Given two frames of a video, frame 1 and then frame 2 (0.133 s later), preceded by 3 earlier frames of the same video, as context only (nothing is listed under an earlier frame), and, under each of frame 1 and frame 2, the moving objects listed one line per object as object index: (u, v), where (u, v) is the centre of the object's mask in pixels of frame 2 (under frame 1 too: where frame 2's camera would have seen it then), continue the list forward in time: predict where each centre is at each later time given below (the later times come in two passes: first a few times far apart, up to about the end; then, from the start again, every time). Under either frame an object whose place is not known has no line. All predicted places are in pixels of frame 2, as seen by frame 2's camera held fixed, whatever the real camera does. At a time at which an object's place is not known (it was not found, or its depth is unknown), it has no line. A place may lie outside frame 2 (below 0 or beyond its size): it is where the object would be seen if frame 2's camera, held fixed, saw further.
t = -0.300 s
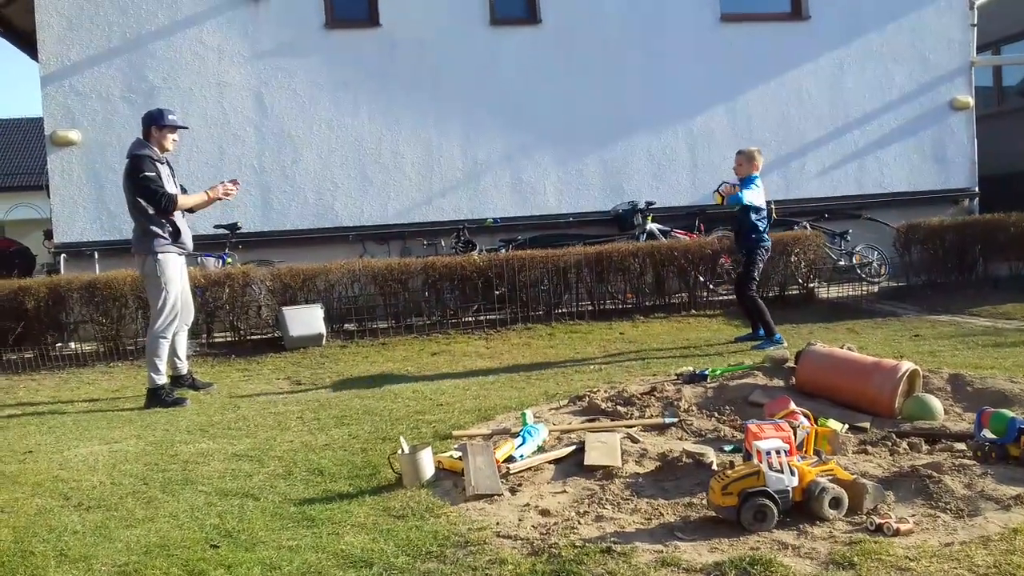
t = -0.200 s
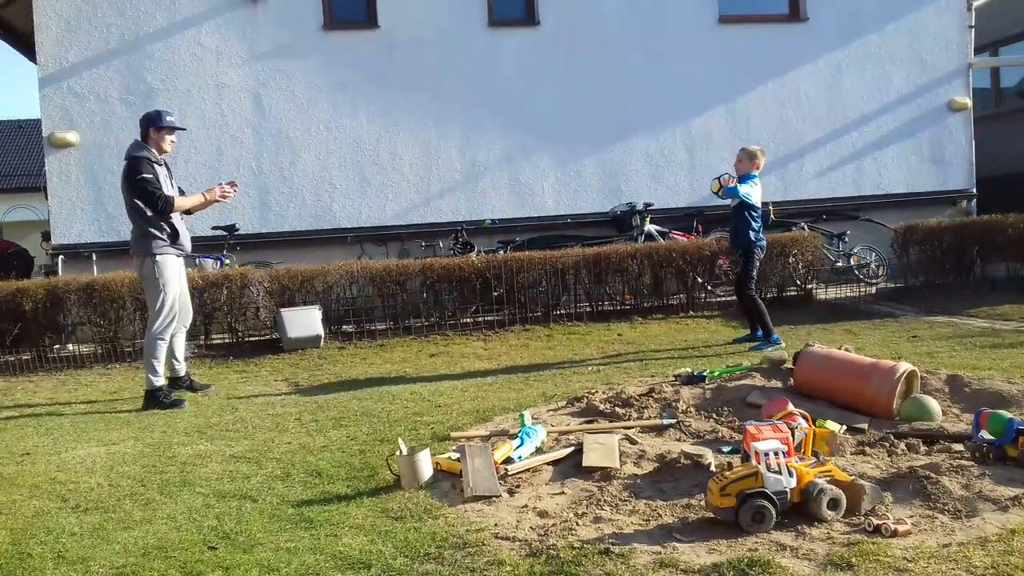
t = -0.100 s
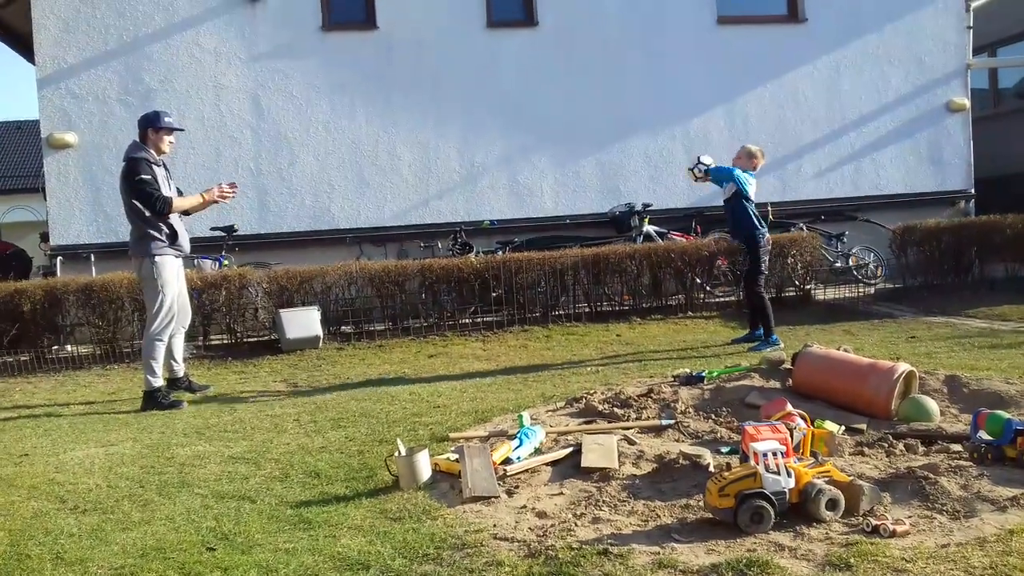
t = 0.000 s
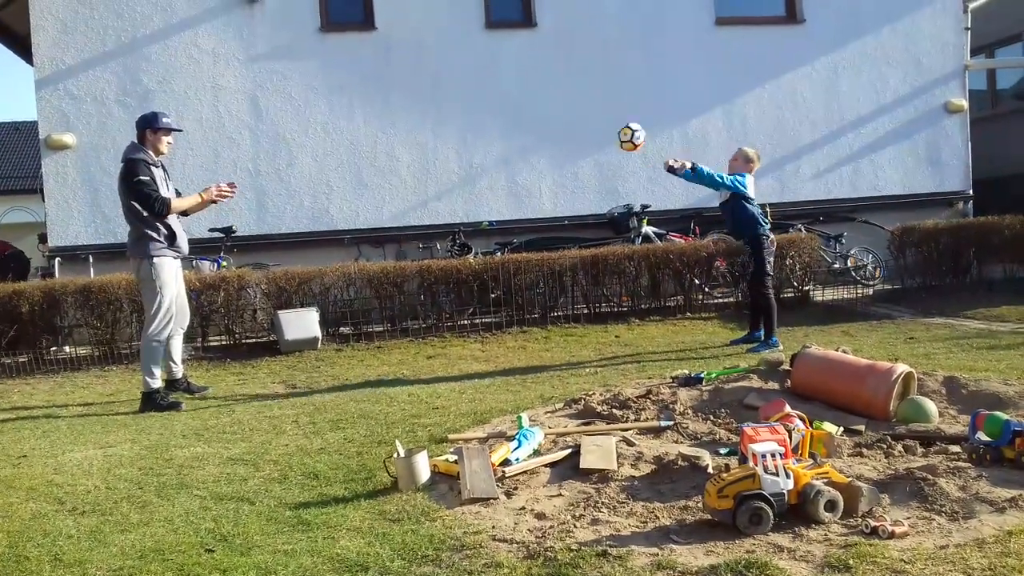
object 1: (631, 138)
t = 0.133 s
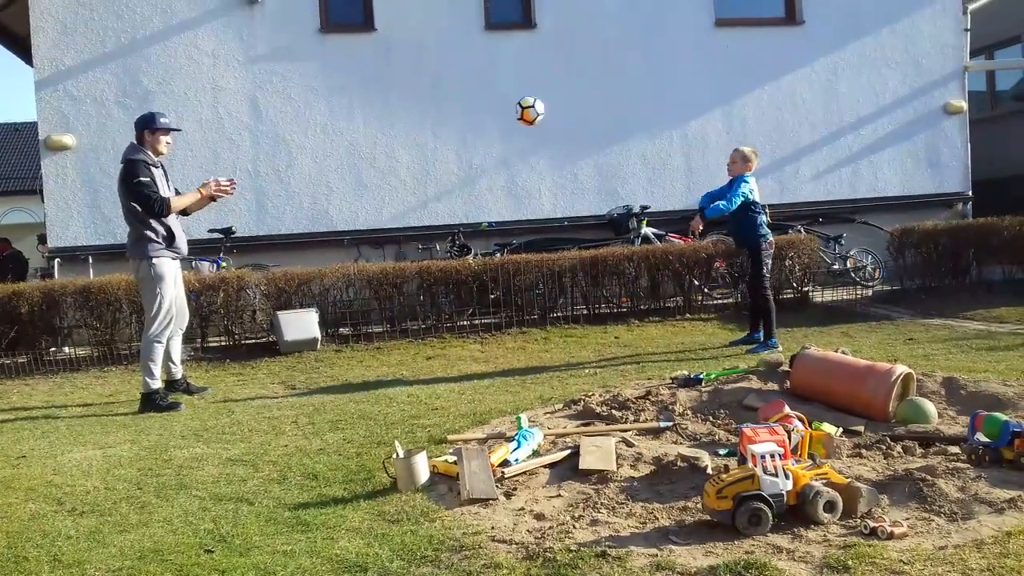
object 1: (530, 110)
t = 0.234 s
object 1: (450, 106)
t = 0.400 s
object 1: (308, 134)
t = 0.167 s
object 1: (503, 107)
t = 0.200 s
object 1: (477, 106)
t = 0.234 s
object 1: (450, 106)
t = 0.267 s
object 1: (423, 108)
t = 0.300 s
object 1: (396, 111)
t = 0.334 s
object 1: (367, 117)
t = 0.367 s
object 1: (338, 124)
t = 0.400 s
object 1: (308, 134)
